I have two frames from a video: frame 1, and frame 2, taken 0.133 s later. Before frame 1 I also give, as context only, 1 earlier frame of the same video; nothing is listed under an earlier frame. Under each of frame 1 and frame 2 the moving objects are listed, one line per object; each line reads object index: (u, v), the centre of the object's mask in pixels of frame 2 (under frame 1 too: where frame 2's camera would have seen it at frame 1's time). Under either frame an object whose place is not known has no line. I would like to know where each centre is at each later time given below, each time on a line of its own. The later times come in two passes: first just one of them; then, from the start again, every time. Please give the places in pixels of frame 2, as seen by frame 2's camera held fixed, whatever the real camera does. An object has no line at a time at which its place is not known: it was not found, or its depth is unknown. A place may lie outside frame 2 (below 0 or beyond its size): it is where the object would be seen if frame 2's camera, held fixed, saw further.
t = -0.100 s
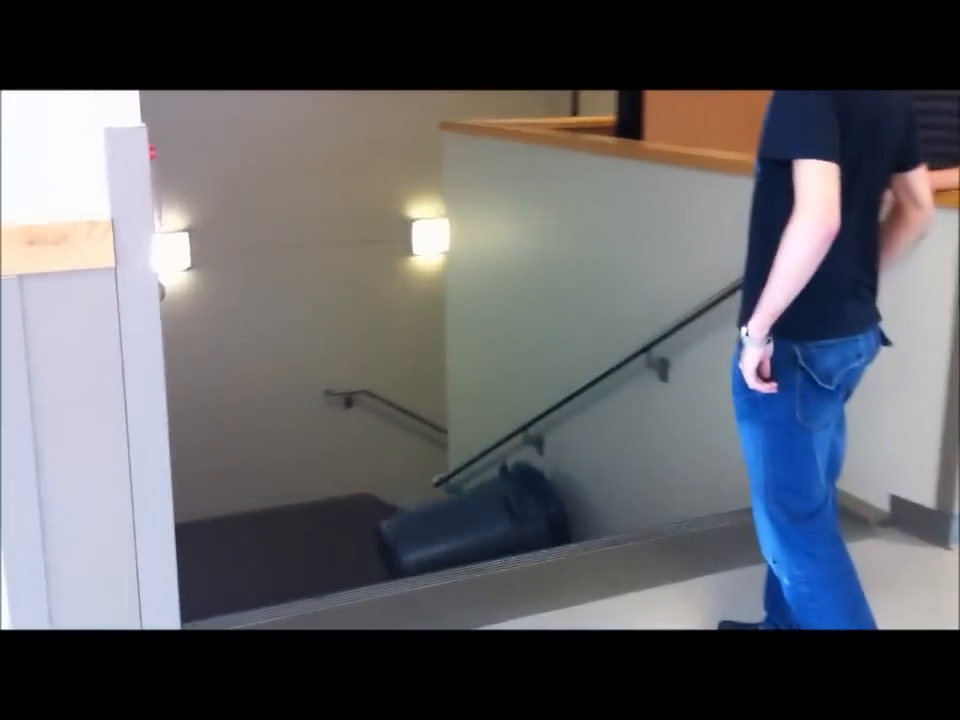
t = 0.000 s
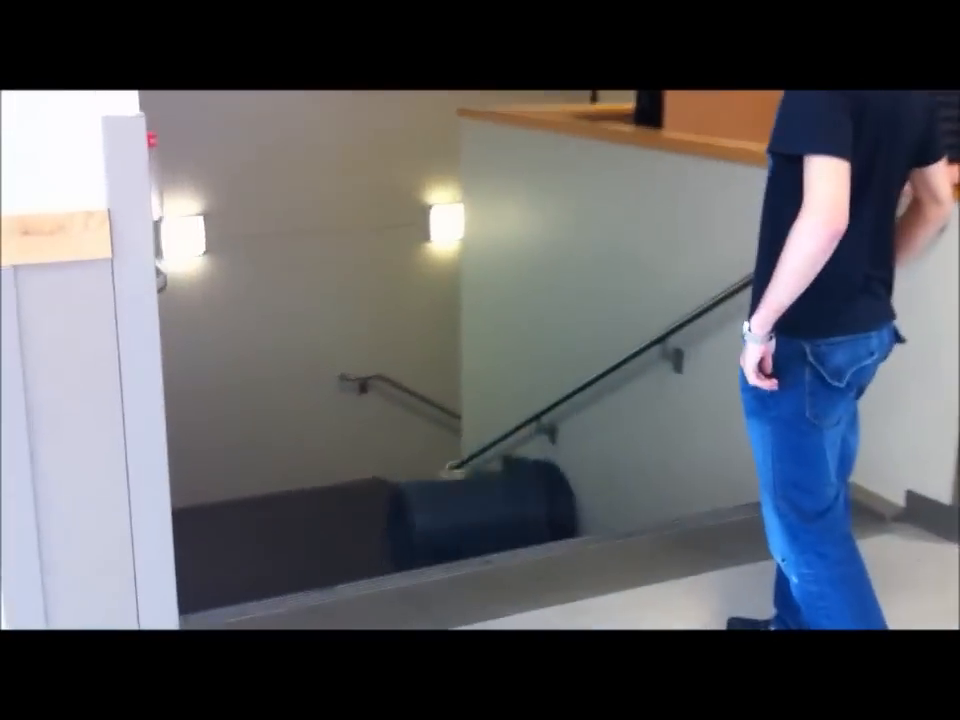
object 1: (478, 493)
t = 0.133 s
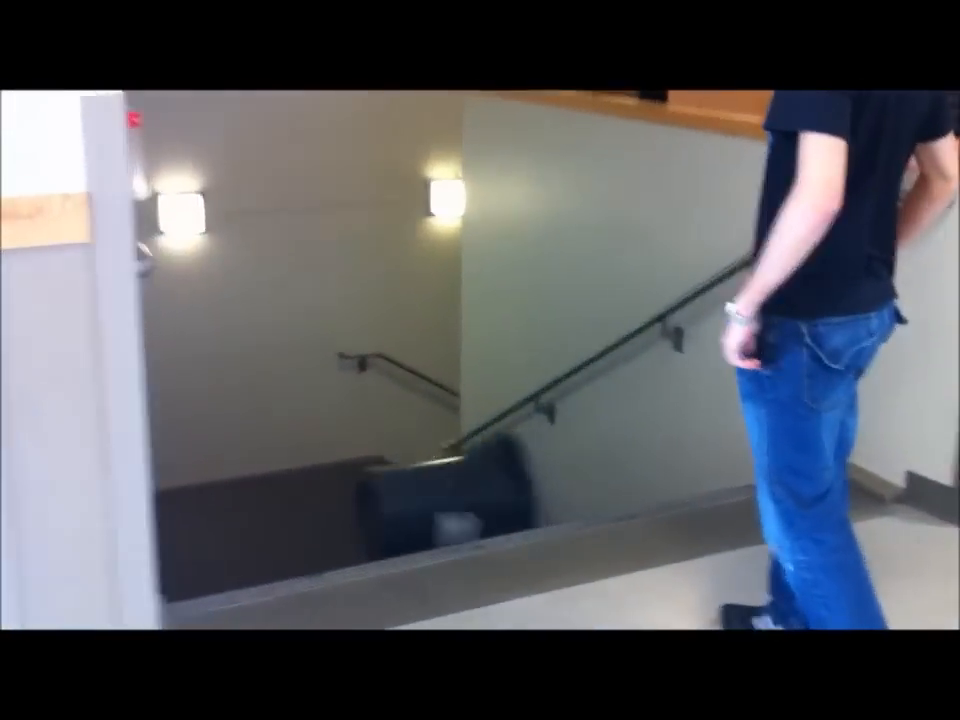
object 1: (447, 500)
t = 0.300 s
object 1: (411, 530)
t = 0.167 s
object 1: (440, 505)
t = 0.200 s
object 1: (433, 512)
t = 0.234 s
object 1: (424, 518)
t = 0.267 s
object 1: (415, 527)
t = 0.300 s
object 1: (411, 530)
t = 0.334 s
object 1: (404, 530)
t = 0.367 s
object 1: (398, 531)
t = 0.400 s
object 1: (392, 533)
